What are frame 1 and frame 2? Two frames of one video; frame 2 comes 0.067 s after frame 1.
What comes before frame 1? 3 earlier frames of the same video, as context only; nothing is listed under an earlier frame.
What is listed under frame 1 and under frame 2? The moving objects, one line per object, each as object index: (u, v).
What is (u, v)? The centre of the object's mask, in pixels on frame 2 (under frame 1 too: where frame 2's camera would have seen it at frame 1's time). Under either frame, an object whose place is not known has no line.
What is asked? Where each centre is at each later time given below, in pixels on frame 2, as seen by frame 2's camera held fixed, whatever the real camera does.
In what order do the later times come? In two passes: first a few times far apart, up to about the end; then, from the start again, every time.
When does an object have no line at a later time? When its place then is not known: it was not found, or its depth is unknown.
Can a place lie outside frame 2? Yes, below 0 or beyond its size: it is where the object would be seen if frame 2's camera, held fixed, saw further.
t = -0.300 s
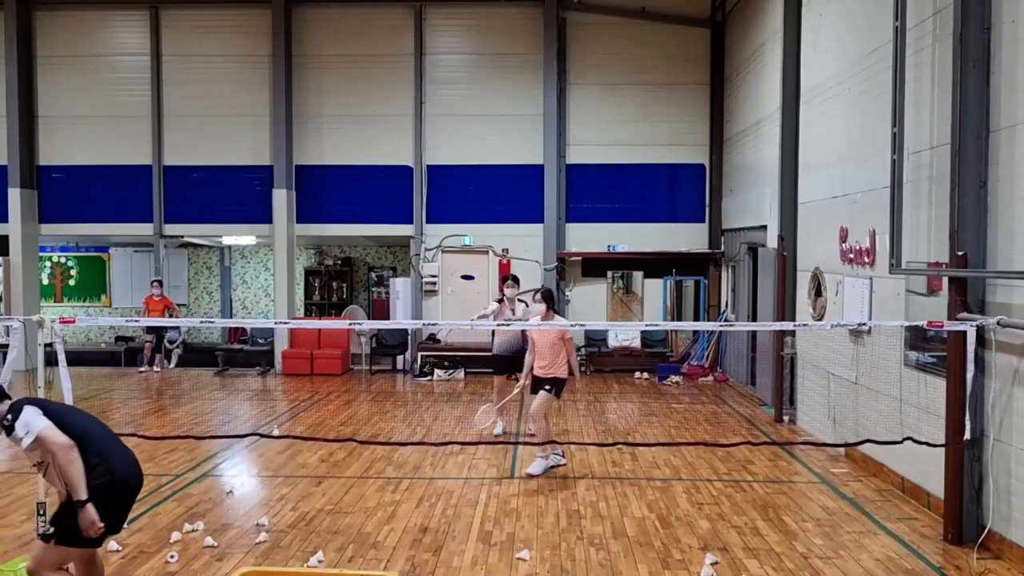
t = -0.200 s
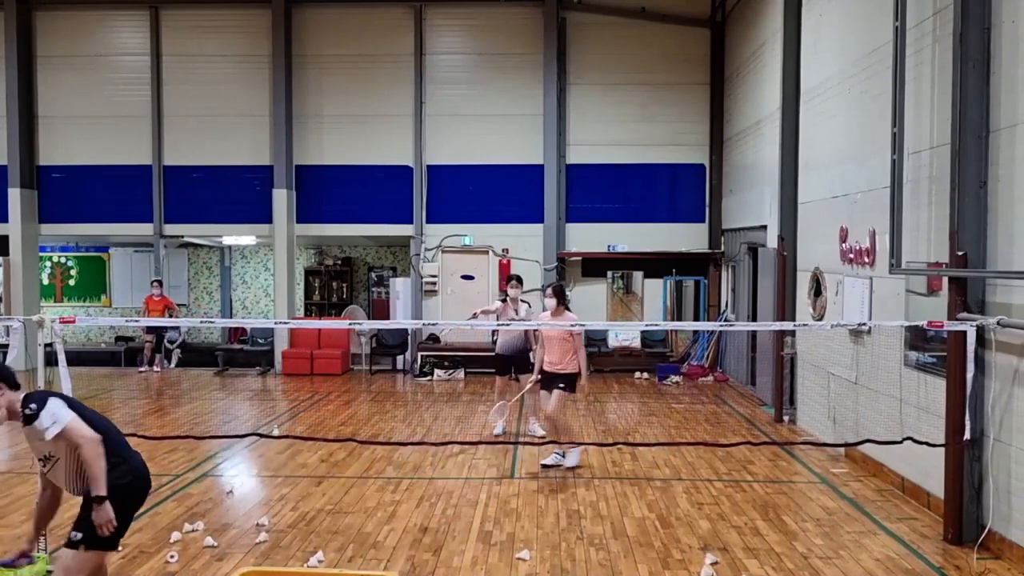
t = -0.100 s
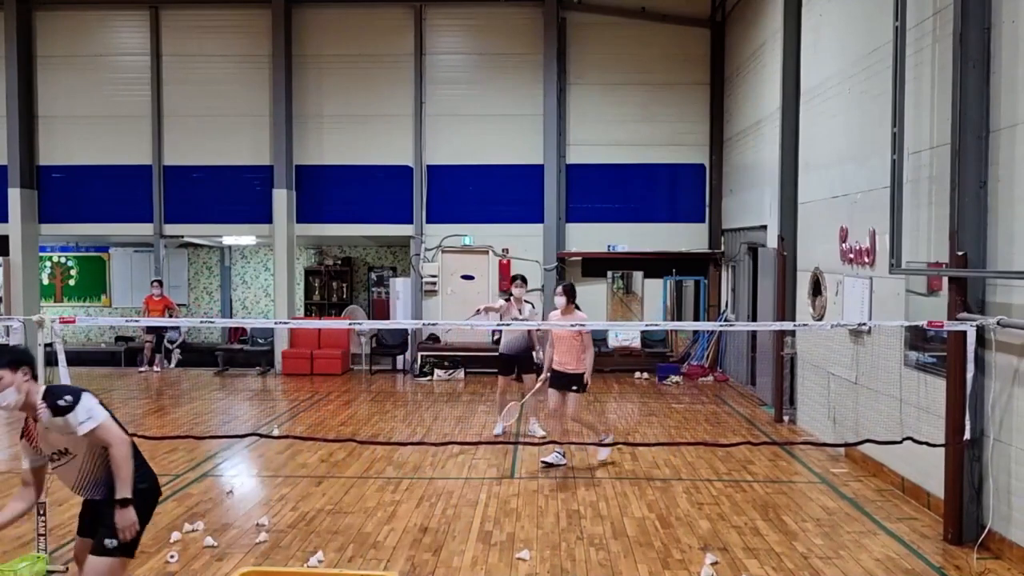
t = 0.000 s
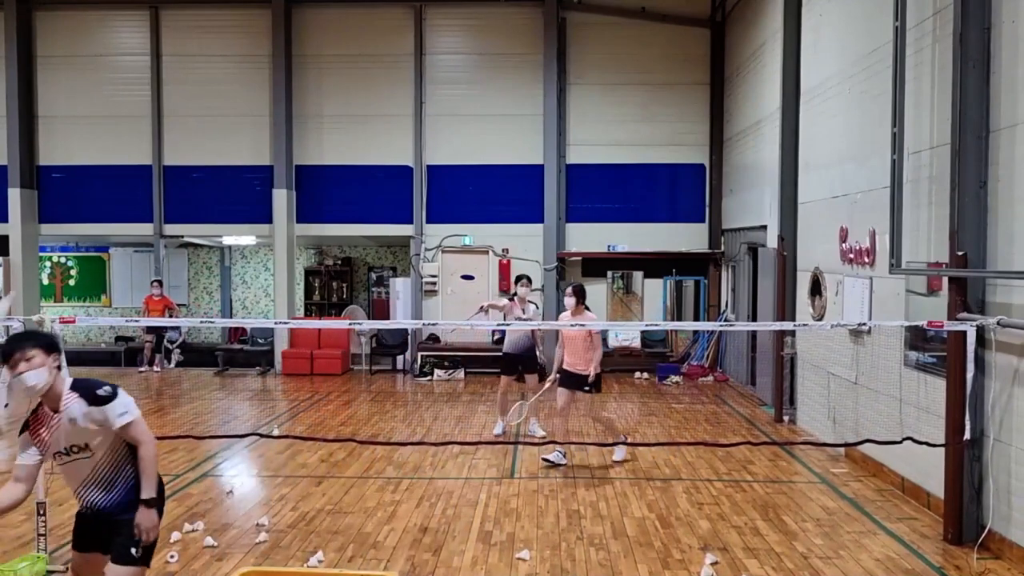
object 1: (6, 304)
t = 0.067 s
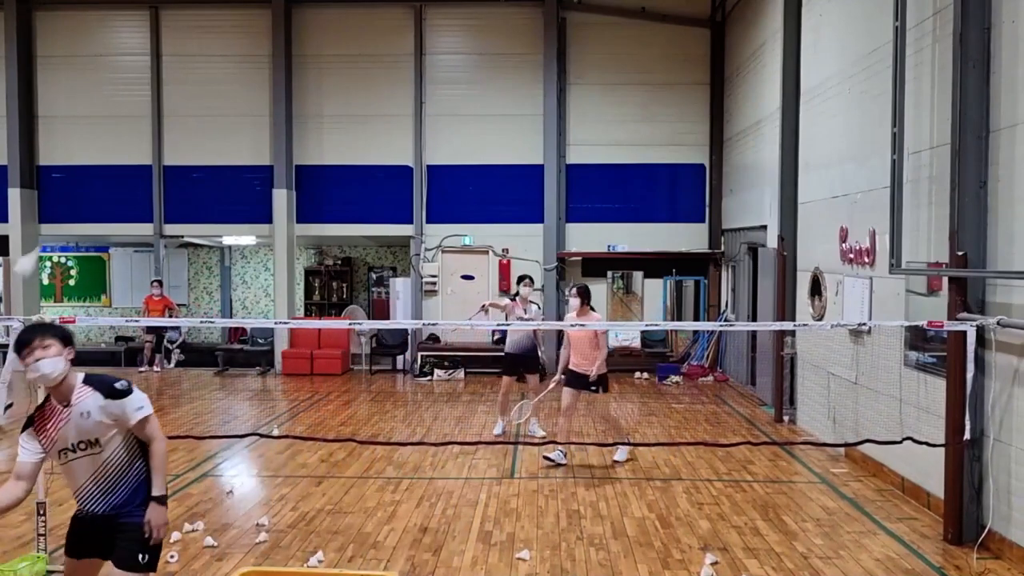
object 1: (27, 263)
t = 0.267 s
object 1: (127, 154)
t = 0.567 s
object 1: (261, 178)
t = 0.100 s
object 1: (45, 236)
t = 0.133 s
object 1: (63, 213)
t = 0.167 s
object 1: (80, 195)
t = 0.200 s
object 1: (96, 179)
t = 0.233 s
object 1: (112, 165)
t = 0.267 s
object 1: (127, 154)
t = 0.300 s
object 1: (143, 146)
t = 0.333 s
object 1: (158, 141)
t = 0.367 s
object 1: (173, 138)
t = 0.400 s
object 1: (188, 138)
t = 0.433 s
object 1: (202, 141)
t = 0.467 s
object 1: (216, 146)
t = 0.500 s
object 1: (231, 154)
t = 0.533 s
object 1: (246, 165)
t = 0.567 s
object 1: (261, 178)
